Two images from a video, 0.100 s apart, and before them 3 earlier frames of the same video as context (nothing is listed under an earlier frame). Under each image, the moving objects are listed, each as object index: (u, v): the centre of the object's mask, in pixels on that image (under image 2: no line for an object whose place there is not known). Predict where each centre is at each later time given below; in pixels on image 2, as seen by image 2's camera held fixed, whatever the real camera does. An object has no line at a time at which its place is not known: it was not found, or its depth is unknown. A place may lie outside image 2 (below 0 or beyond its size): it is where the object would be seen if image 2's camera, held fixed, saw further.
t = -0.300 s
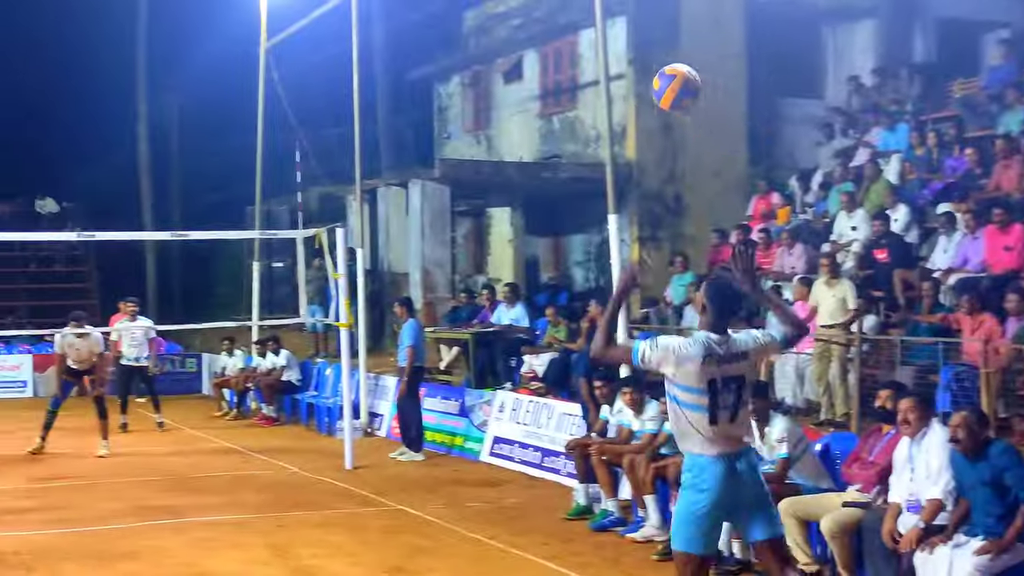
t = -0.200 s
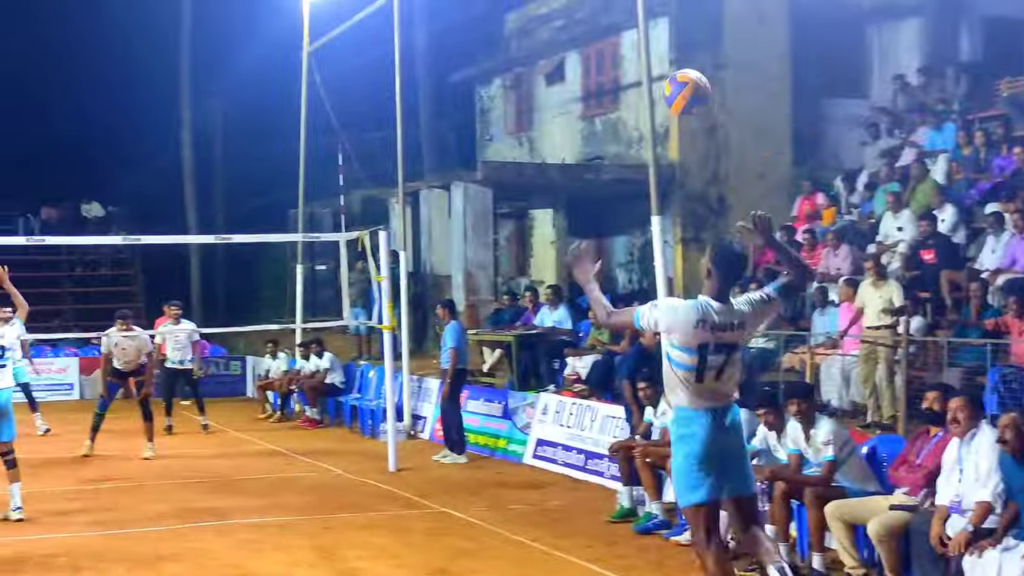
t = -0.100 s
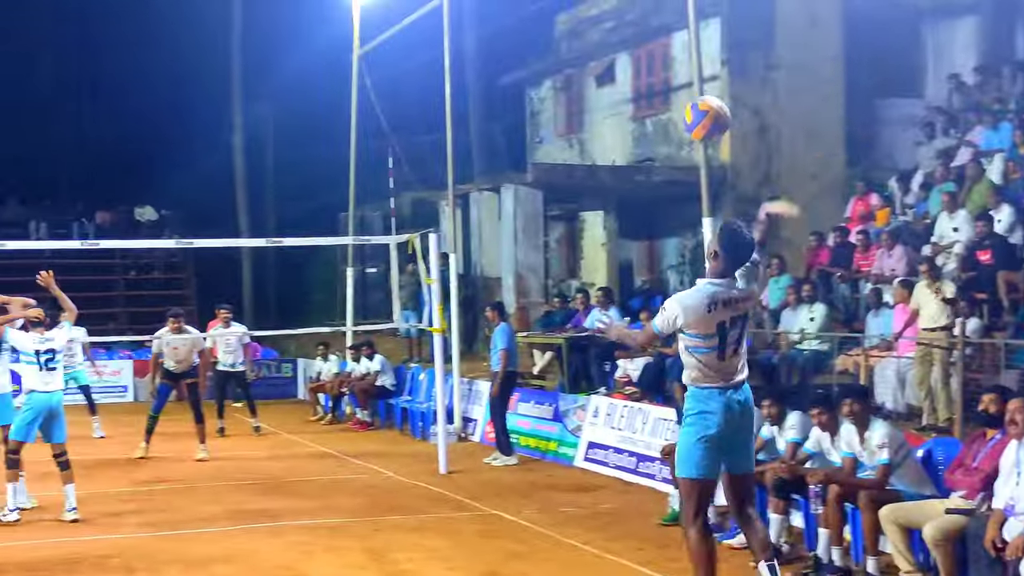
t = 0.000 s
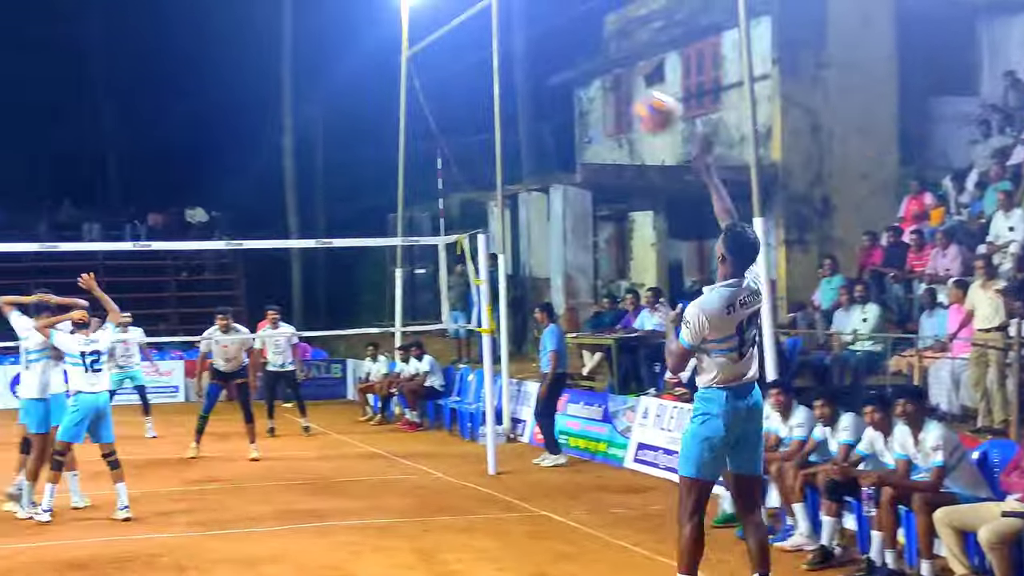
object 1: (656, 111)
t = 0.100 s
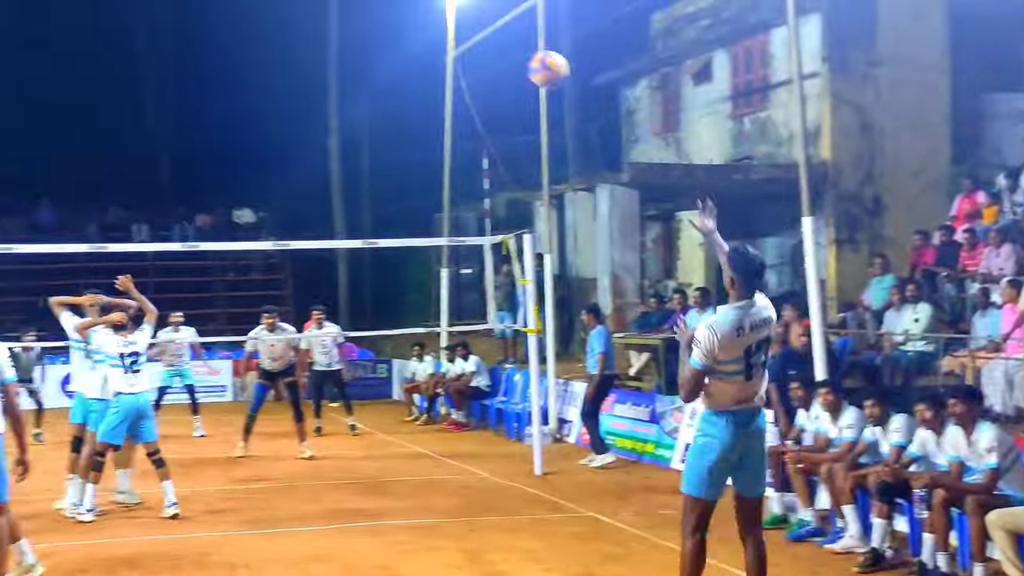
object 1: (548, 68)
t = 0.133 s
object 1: (509, 60)
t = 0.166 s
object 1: (473, 54)
